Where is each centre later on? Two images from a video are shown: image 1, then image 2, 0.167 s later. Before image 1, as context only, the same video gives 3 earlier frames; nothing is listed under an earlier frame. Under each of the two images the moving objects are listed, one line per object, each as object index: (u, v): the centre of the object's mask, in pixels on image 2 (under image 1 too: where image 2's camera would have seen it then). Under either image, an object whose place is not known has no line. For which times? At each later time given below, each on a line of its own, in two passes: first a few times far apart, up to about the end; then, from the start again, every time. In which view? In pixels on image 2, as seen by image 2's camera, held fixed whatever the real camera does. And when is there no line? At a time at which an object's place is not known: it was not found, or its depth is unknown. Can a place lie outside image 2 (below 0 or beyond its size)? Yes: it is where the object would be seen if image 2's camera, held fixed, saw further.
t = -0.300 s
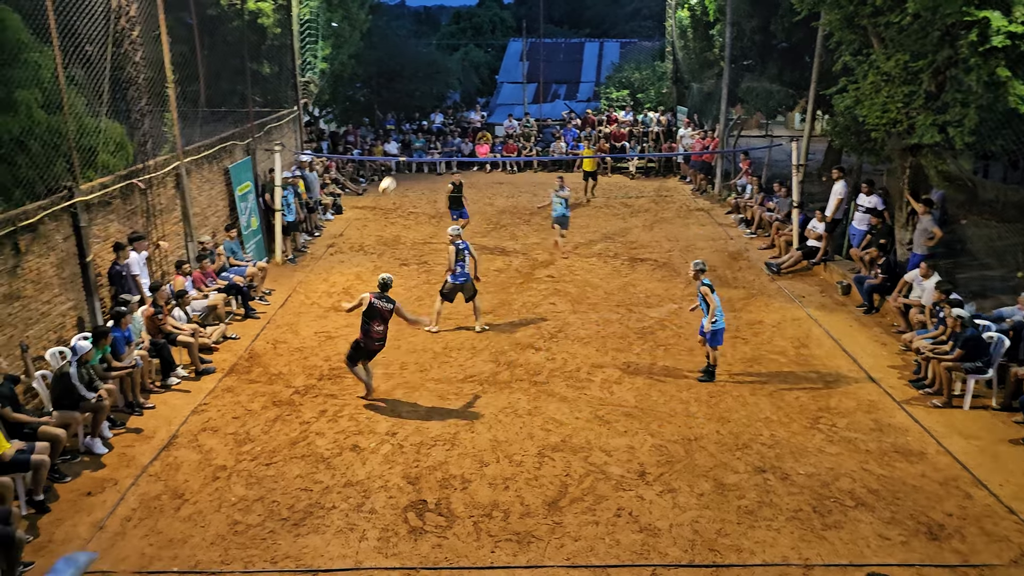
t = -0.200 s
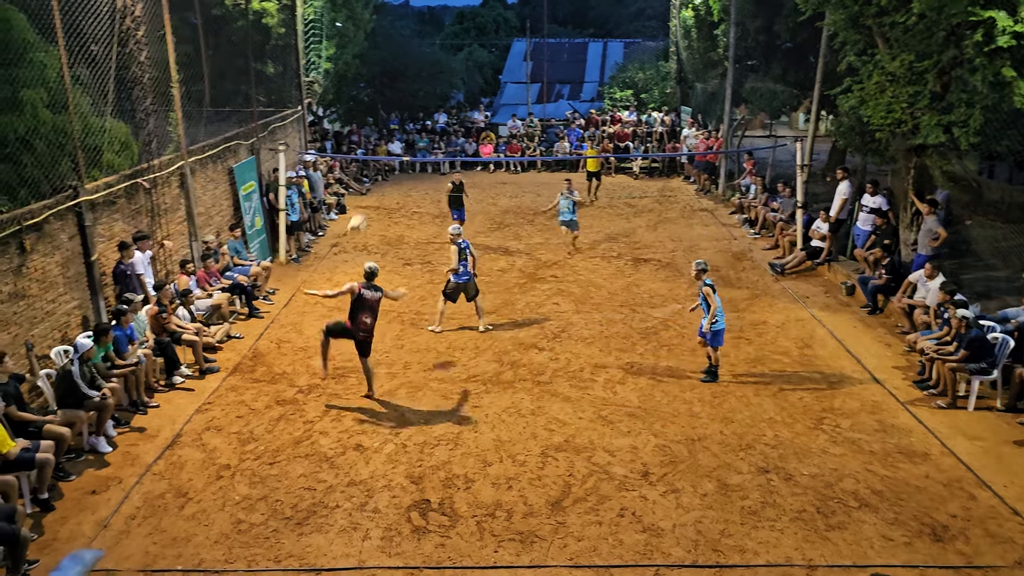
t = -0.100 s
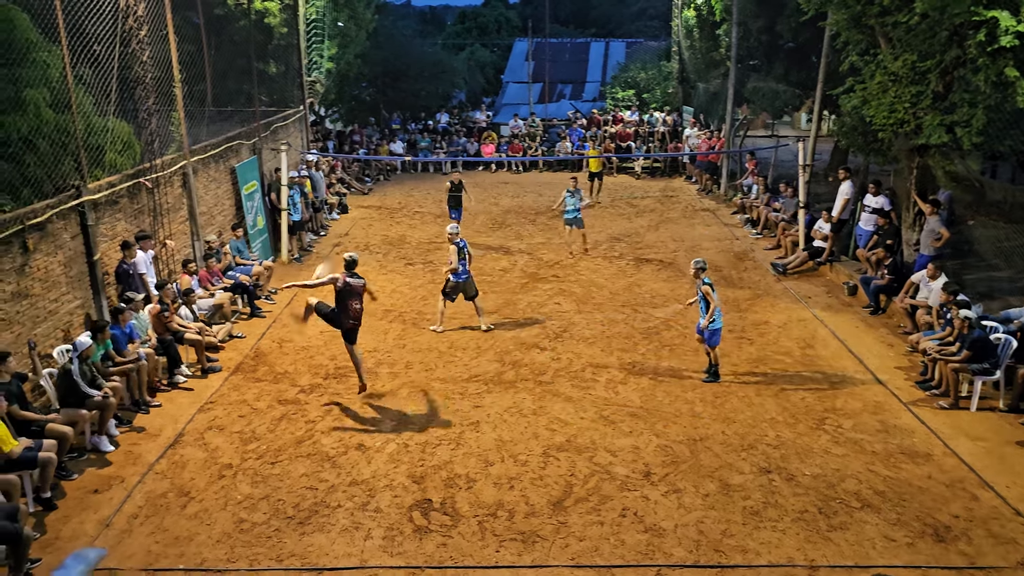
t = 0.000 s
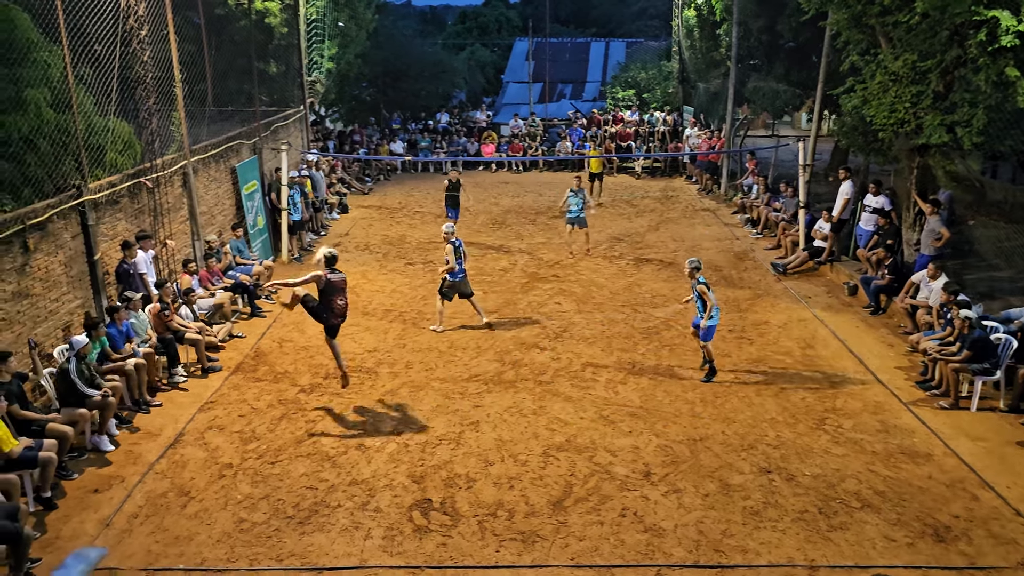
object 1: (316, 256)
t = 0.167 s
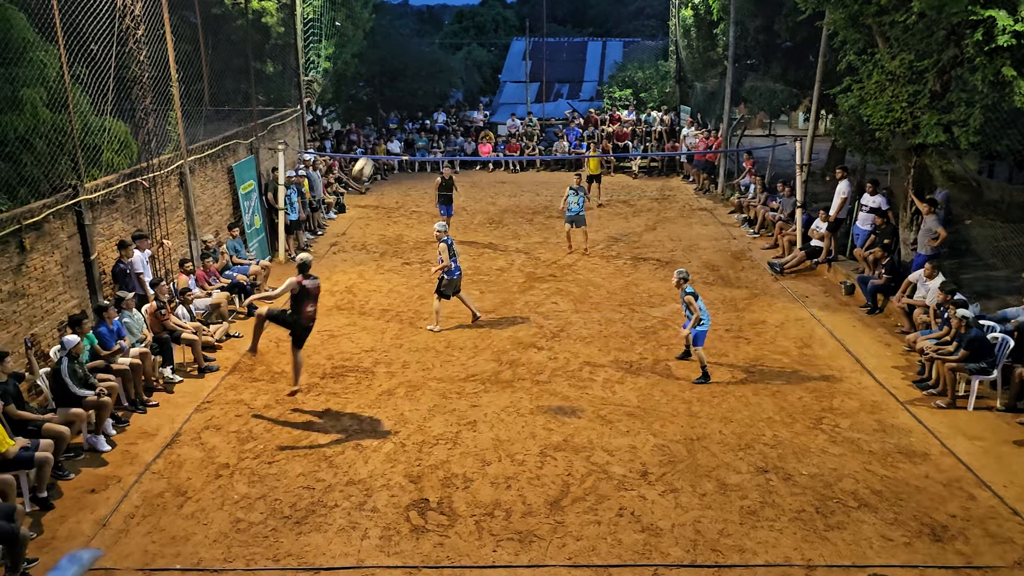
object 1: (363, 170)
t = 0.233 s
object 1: (380, 139)
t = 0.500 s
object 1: (451, 58)
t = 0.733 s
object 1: (512, 35)
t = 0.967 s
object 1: (569, 53)
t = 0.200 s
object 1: (372, 153)
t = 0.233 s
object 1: (380, 139)
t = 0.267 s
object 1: (390, 126)
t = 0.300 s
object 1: (398, 113)
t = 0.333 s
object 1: (407, 102)
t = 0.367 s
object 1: (416, 91)
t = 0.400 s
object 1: (424, 82)
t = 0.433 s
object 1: (434, 73)
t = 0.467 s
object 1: (443, 65)
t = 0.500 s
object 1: (451, 58)
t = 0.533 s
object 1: (460, 52)
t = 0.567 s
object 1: (469, 47)
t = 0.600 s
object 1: (477, 43)
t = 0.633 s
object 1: (486, 39)
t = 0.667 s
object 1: (495, 37)
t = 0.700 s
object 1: (503, 35)
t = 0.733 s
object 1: (512, 35)
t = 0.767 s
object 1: (520, 35)
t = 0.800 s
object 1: (529, 36)
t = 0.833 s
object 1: (537, 38)
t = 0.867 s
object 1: (545, 40)
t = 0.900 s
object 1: (553, 44)
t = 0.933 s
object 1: (561, 48)
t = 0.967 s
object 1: (569, 53)
